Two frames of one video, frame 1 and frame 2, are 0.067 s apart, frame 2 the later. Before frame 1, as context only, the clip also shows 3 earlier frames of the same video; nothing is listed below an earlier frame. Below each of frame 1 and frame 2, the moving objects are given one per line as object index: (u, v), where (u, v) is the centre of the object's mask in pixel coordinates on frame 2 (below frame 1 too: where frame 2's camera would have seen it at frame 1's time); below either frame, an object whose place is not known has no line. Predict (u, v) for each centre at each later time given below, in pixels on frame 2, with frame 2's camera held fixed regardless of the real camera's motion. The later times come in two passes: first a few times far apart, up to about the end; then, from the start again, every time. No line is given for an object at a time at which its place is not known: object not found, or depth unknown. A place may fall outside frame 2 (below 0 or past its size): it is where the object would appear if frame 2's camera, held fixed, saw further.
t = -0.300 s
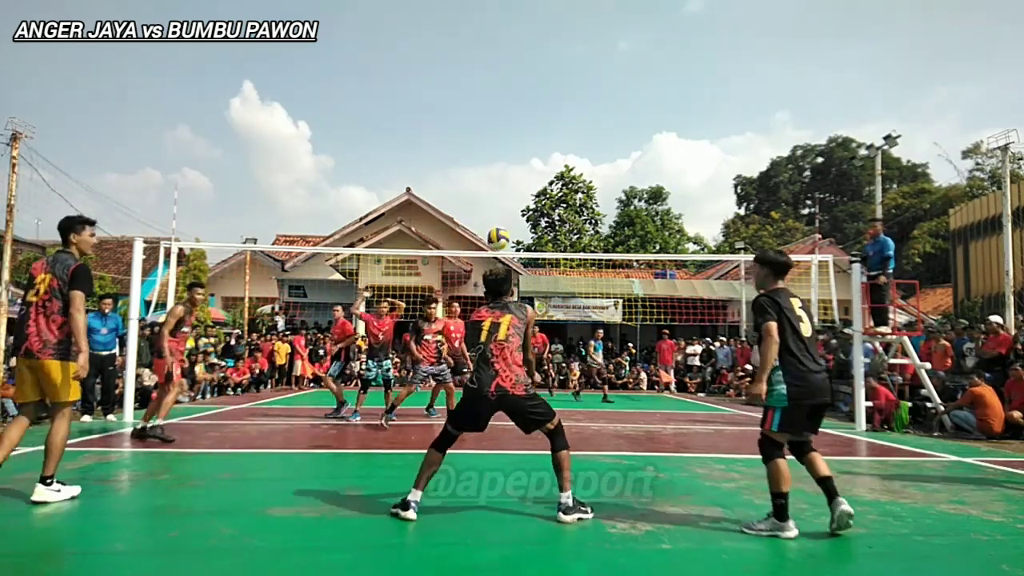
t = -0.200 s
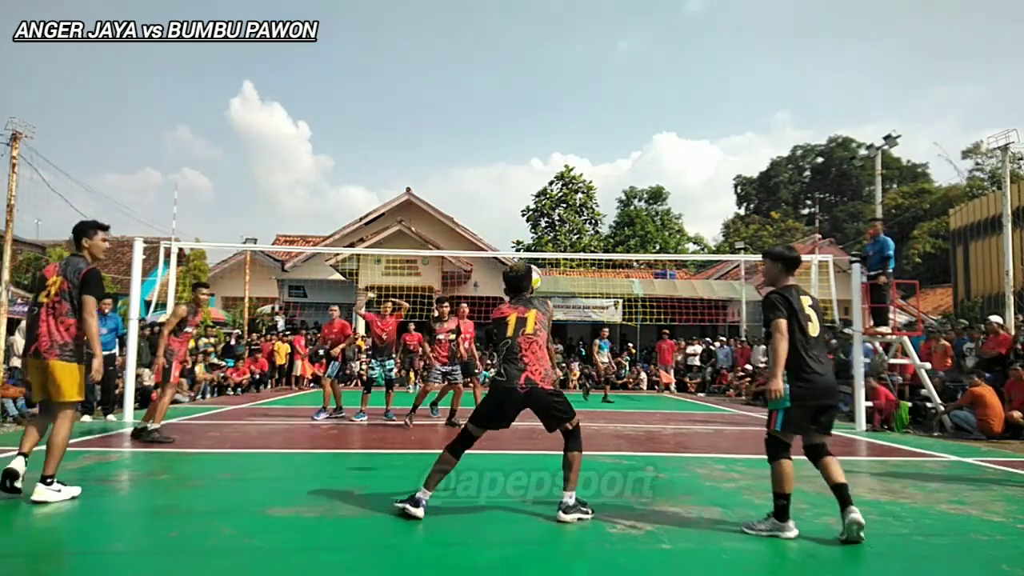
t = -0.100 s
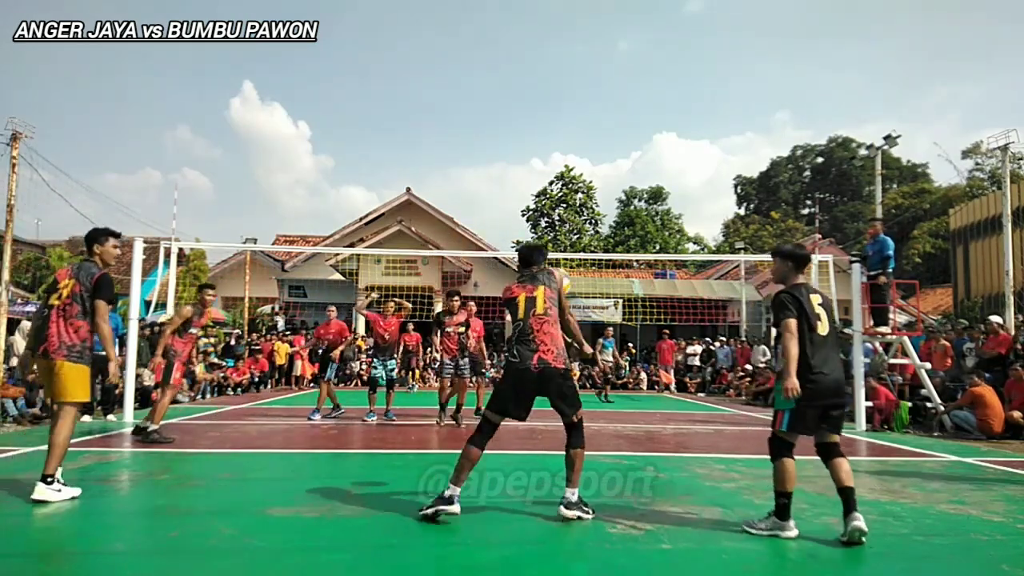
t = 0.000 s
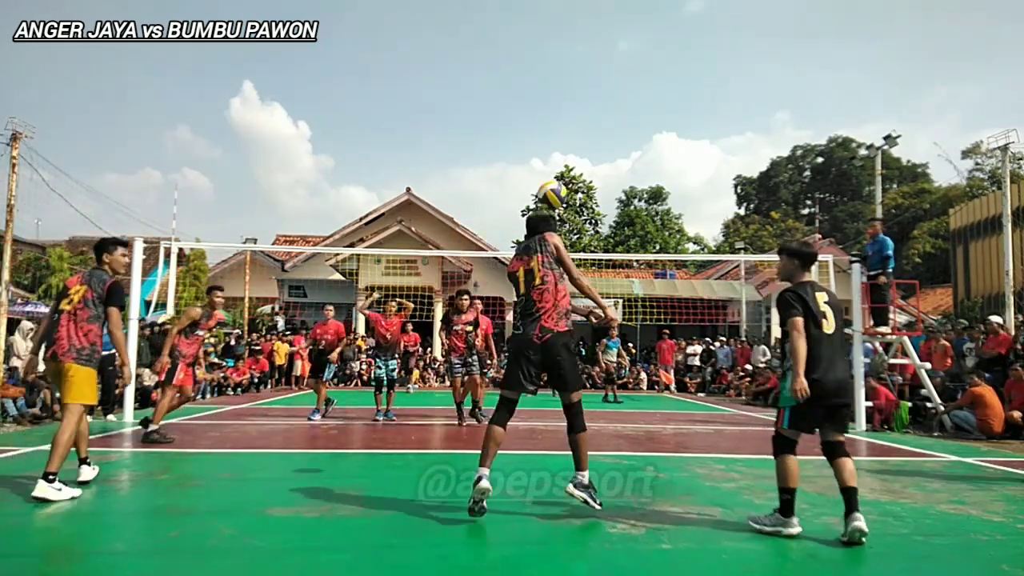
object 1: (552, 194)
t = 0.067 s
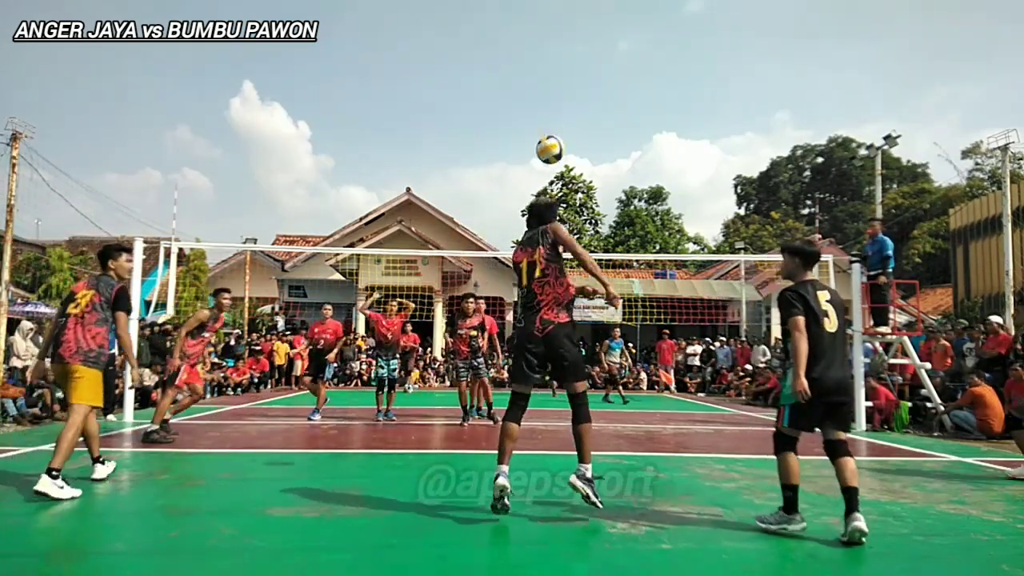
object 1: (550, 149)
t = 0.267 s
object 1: (545, 64)
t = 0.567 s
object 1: (537, 39)
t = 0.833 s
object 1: (531, 89)
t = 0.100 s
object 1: (549, 130)
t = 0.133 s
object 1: (548, 113)
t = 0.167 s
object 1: (548, 98)
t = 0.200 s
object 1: (547, 85)
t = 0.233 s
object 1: (546, 73)
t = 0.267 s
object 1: (545, 64)
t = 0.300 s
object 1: (544, 56)
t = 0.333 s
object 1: (543, 50)
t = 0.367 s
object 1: (542, 44)
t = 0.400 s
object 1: (541, 40)
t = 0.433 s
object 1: (541, 38)
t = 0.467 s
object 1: (540, 36)
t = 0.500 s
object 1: (539, 37)
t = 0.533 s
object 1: (538, 37)
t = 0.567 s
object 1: (537, 39)
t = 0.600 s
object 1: (537, 42)
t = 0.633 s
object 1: (536, 46)
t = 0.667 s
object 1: (535, 51)
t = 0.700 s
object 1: (534, 57)
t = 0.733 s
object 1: (533, 64)
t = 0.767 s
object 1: (532, 72)
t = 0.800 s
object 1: (532, 80)
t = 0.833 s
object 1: (531, 89)
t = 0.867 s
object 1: (530, 99)
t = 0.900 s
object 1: (530, 110)
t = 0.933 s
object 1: (529, 121)
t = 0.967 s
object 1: (528, 133)
